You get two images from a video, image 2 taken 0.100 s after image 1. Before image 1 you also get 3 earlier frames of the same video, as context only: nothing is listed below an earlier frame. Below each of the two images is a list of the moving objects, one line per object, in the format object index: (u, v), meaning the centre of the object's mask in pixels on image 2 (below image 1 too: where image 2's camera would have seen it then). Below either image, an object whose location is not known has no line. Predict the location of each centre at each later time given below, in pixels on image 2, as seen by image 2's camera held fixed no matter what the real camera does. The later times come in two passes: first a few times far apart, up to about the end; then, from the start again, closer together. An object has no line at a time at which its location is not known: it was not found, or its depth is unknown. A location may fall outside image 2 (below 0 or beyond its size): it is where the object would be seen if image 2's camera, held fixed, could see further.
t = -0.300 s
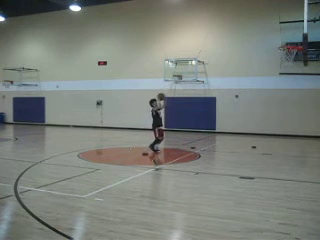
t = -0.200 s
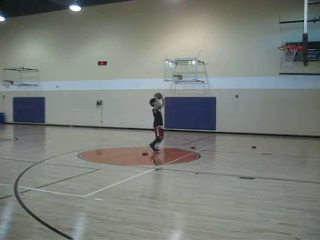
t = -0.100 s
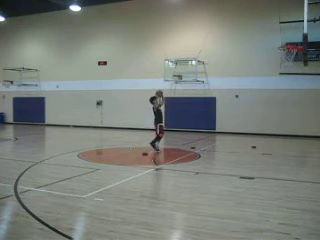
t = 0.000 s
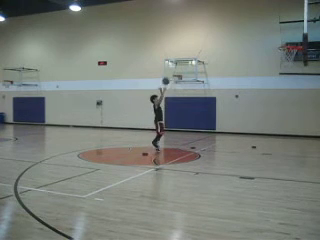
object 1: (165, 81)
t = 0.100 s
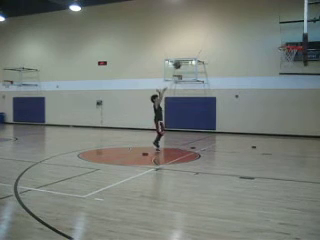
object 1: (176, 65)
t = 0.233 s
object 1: (192, 47)
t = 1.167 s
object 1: (292, 61)
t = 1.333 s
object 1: (285, 69)
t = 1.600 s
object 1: (273, 100)
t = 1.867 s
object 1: (261, 154)
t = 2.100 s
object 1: (256, 124)
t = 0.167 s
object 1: (184, 55)
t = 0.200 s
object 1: (188, 52)
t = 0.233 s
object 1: (192, 47)
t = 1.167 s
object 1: (292, 61)
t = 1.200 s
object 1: (291, 64)
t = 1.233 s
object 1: (289, 66)
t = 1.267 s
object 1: (288, 67)
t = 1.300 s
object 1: (287, 68)
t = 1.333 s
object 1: (285, 69)
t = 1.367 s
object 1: (283, 71)
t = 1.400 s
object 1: (282, 74)
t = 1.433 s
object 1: (280, 77)
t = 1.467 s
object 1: (279, 81)
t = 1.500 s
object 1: (277, 85)
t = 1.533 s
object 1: (275, 89)
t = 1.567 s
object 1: (274, 94)
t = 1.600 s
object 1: (273, 100)
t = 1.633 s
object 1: (271, 105)
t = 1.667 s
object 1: (270, 111)
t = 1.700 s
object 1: (268, 117)
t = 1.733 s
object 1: (267, 124)
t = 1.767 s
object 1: (265, 131)
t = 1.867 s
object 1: (261, 154)
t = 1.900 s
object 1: (260, 156)
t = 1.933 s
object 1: (259, 150)
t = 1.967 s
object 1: (258, 144)
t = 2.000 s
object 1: (258, 139)
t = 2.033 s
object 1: (257, 132)
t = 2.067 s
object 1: (257, 128)
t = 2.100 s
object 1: (256, 124)
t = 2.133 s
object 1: (255, 119)
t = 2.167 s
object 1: (255, 116)
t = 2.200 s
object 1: (254, 113)
